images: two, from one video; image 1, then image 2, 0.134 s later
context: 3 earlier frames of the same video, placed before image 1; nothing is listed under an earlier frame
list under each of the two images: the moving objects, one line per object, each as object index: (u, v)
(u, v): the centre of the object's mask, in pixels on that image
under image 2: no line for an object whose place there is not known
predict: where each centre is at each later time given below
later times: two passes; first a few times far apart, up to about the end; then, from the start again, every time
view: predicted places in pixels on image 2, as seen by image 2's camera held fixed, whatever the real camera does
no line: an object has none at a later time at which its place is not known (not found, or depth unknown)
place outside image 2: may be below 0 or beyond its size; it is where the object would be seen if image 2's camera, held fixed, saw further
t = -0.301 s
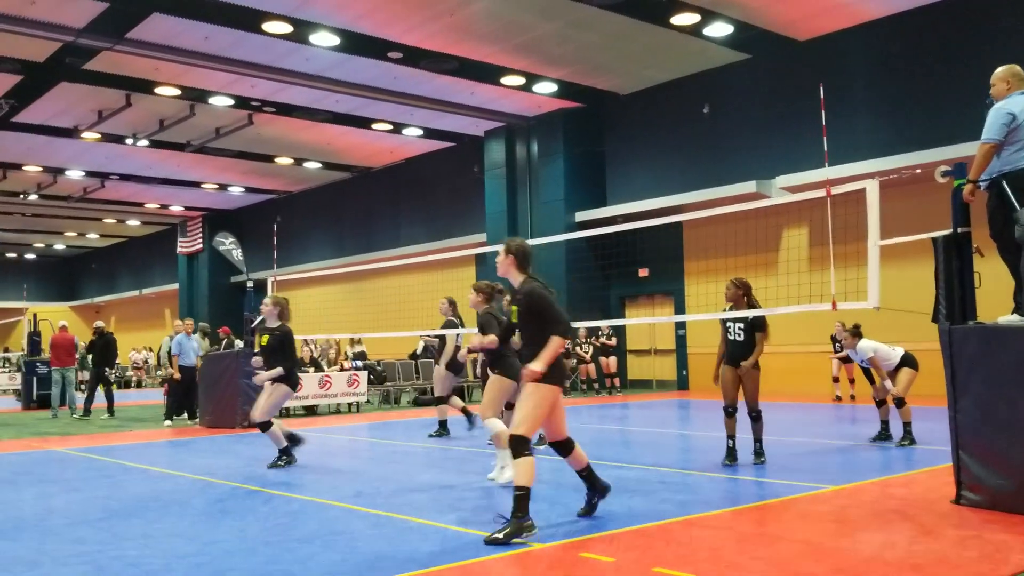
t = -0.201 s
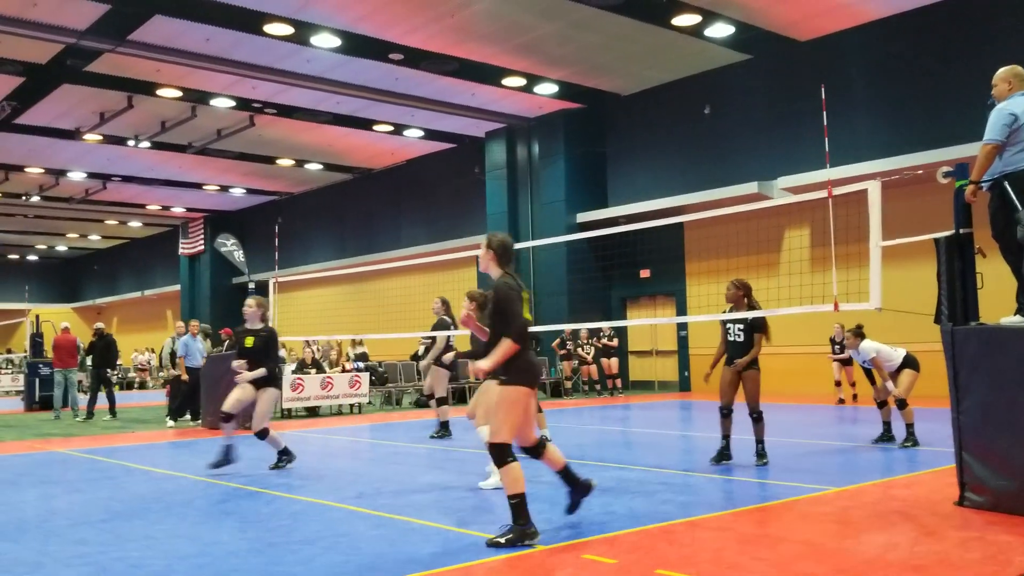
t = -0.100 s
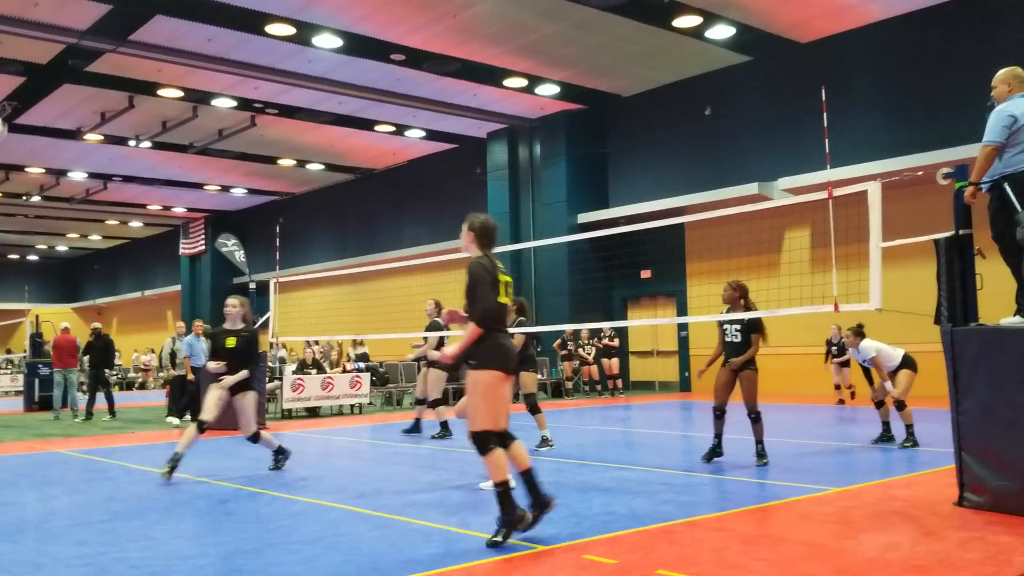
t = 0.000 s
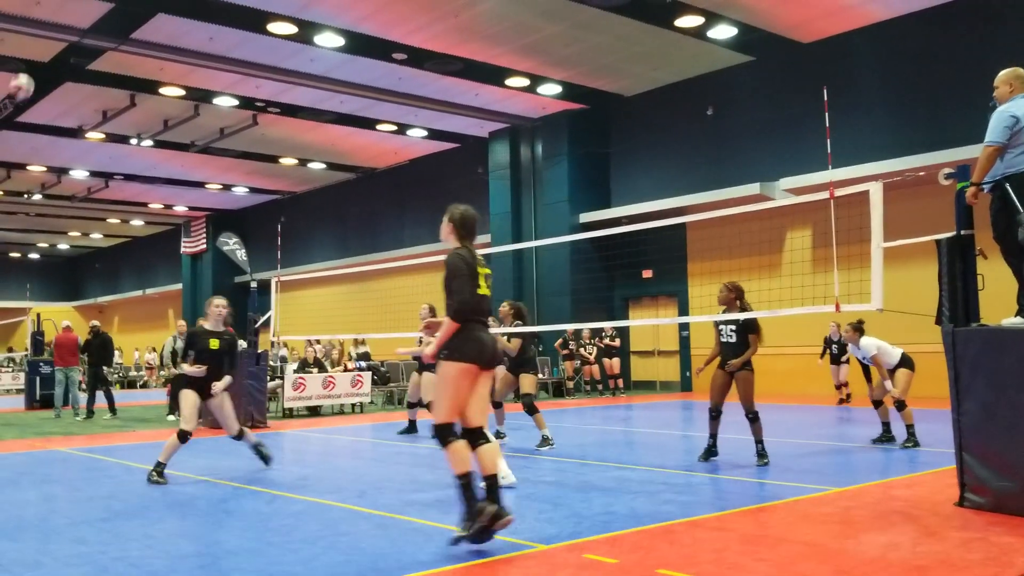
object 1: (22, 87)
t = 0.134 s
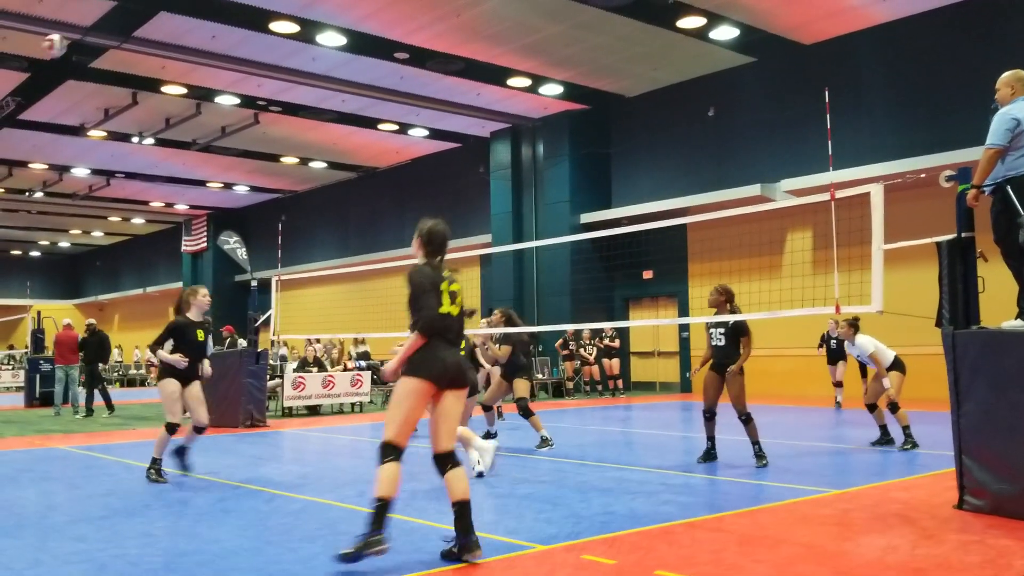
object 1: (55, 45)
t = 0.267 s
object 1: (83, 25)
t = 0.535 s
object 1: (134, 33)
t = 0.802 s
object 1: (180, 102)
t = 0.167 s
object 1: (62, 39)
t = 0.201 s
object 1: (70, 33)
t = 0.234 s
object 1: (76, 29)
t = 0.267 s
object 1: (83, 25)
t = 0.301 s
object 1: (89, 23)
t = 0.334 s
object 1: (97, 21)
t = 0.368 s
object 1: (103, 21)
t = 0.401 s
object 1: (109, 21)
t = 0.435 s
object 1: (115, 23)
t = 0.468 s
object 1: (121, 25)
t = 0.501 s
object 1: (127, 28)
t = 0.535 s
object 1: (134, 33)
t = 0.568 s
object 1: (139, 37)
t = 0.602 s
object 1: (145, 44)
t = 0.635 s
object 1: (151, 51)
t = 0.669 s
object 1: (157, 58)
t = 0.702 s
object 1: (163, 68)
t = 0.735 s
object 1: (167, 77)
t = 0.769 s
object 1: (173, 88)
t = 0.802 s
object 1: (180, 102)
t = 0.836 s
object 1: (185, 111)
